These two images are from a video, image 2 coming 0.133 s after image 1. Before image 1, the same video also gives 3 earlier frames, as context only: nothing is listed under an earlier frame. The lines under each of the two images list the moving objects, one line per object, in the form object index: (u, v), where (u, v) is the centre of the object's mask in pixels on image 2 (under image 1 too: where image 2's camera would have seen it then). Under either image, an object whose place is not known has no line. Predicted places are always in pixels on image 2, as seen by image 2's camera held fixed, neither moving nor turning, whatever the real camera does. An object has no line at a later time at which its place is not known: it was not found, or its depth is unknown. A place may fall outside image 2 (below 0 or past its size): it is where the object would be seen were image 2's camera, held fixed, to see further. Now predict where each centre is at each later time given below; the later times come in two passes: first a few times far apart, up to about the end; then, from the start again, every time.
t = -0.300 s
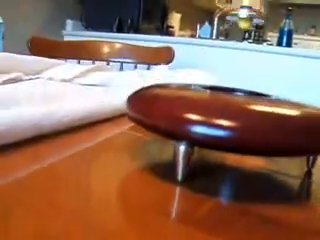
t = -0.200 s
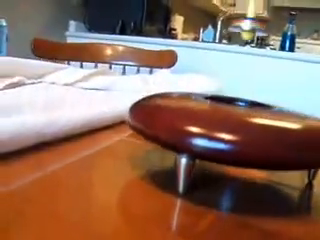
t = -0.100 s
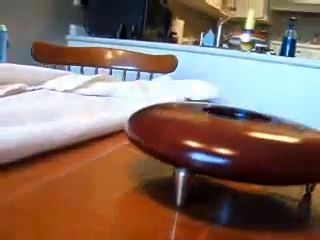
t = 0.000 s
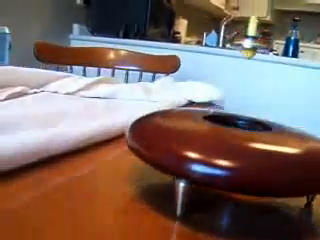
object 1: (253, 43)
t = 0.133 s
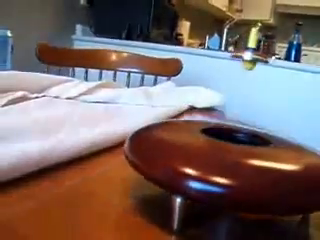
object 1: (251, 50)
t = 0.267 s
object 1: (248, 58)
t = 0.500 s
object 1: (244, 68)
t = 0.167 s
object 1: (250, 51)
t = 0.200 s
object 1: (250, 54)
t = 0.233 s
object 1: (249, 56)
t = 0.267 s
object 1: (248, 58)
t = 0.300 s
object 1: (247, 60)
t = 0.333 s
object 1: (245, 63)
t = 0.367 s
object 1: (246, 62)
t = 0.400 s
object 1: (245, 65)
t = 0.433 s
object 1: (245, 65)
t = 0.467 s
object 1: (245, 66)
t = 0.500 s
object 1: (244, 68)
